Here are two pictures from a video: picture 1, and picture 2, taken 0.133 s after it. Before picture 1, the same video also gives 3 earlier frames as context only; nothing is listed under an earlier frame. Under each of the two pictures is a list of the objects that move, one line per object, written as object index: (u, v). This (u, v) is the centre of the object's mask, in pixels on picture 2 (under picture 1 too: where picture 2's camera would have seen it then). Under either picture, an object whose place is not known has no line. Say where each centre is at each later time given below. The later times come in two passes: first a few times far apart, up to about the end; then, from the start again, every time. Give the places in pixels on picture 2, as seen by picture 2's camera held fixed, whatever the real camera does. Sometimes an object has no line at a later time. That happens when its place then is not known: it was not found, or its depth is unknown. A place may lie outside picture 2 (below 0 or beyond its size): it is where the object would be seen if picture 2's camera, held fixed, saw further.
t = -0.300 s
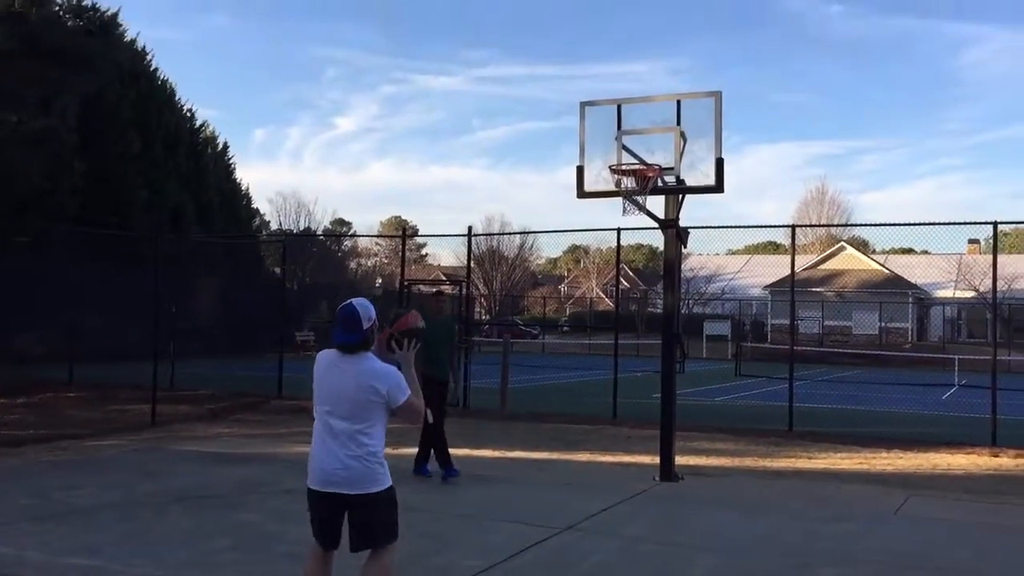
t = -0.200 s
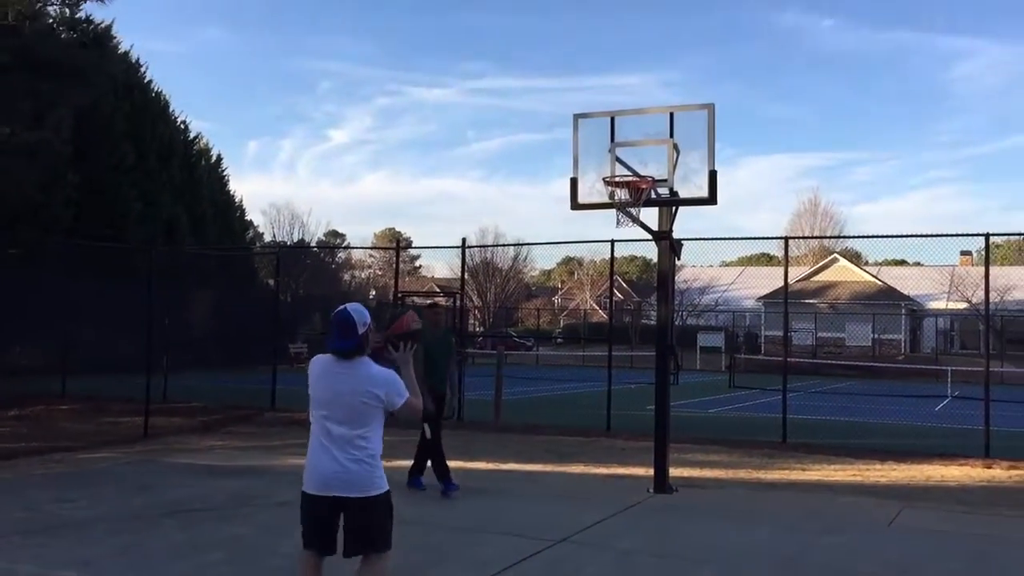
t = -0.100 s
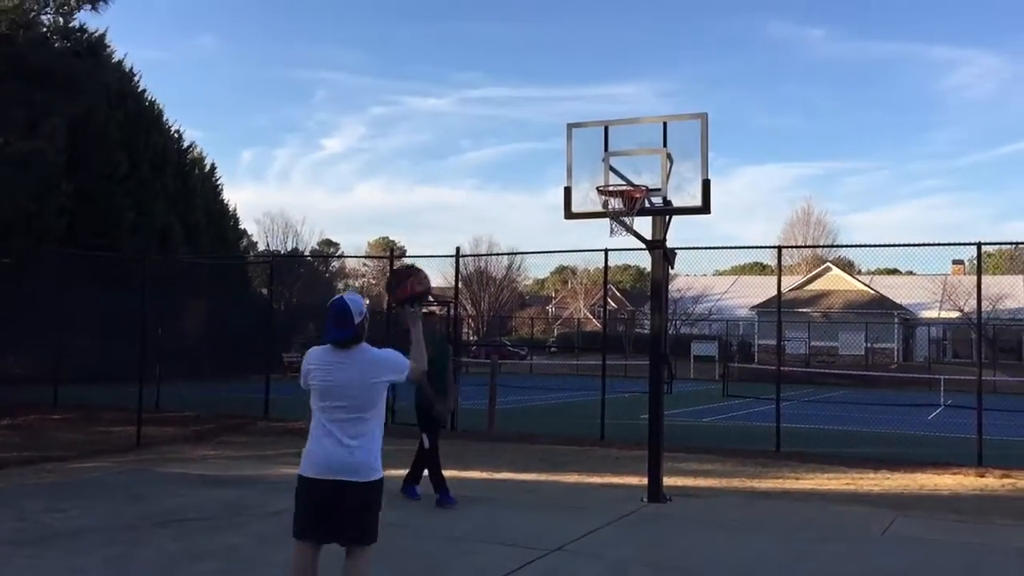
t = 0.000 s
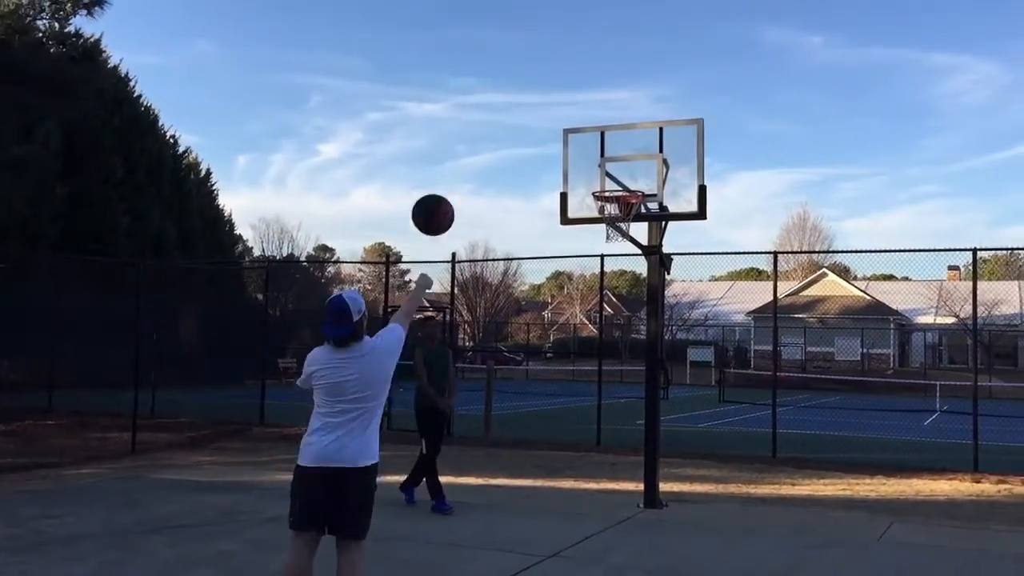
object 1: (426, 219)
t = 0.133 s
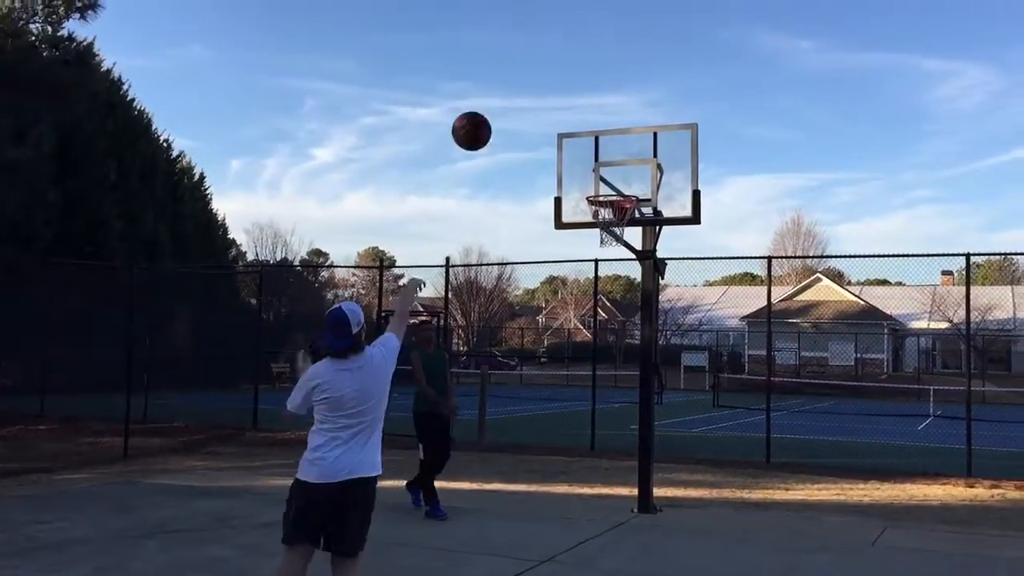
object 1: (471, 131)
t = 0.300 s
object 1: (516, 74)
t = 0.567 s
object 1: (572, 74)
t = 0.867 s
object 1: (618, 165)
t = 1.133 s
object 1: (630, 187)
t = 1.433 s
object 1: (617, 184)
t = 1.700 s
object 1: (599, 209)
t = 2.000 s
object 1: (603, 255)
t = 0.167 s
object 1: (481, 115)
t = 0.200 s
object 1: (490, 102)
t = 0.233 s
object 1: (499, 91)
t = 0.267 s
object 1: (508, 81)
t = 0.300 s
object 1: (516, 74)
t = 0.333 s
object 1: (524, 69)
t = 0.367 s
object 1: (532, 65)
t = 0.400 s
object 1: (539, 63)
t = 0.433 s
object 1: (546, 62)
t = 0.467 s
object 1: (553, 63)
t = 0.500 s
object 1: (560, 66)
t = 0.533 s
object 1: (566, 69)
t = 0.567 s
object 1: (572, 74)
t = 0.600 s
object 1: (578, 80)
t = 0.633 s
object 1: (584, 87)
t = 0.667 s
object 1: (589, 95)
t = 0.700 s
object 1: (594, 105)
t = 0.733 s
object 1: (600, 115)
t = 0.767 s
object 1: (604, 126)
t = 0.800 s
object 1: (609, 139)
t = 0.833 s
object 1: (614, 152)
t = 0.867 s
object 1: (618, 165)
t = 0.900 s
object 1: (623, 180)
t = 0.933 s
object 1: (624, 182)
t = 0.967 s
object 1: (625, 180)
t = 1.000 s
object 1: (626, 180)
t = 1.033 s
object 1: (627, 181)
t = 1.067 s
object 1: (628, 183)
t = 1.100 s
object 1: (629, 185)
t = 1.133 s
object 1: (630, 187)
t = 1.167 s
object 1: (630, 184)
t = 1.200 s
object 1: (629, 180)
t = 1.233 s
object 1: (627, 178)
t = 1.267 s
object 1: (626, 176)
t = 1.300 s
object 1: (624, 176)
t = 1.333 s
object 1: (622, 177)
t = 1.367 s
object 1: (621, 180)
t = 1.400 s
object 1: (619, 183)
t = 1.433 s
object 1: (617, 184)
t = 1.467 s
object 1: (615, 183)
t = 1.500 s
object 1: (613, 183)
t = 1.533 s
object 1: (611, 184)
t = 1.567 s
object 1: (609, 187)
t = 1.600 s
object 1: (606, 192)
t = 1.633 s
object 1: (604, 196)
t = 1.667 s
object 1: (601, 202)
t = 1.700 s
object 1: (599, 209)
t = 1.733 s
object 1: (598, 215)
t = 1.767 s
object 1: (596, 221)
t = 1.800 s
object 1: (596, 225)
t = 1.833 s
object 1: (596, 228)
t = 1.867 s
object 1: (597, 232)
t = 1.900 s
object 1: (599, 235)
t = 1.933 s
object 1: (600, 240)
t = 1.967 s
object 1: (601, 247)
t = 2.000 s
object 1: (603, 255)
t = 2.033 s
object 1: (604, 263)
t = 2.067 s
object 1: (607, 272)
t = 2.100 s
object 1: (609, 284)
